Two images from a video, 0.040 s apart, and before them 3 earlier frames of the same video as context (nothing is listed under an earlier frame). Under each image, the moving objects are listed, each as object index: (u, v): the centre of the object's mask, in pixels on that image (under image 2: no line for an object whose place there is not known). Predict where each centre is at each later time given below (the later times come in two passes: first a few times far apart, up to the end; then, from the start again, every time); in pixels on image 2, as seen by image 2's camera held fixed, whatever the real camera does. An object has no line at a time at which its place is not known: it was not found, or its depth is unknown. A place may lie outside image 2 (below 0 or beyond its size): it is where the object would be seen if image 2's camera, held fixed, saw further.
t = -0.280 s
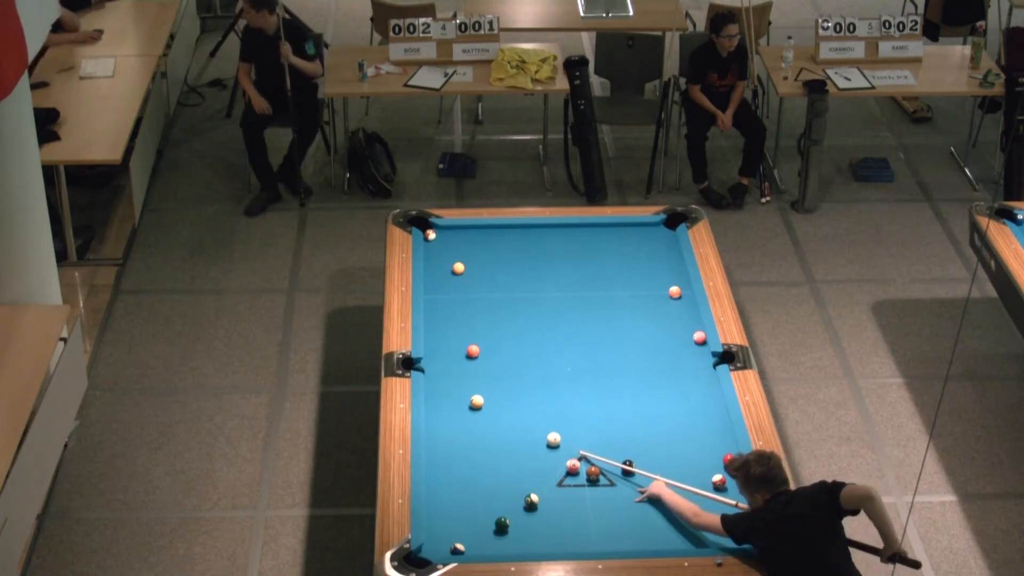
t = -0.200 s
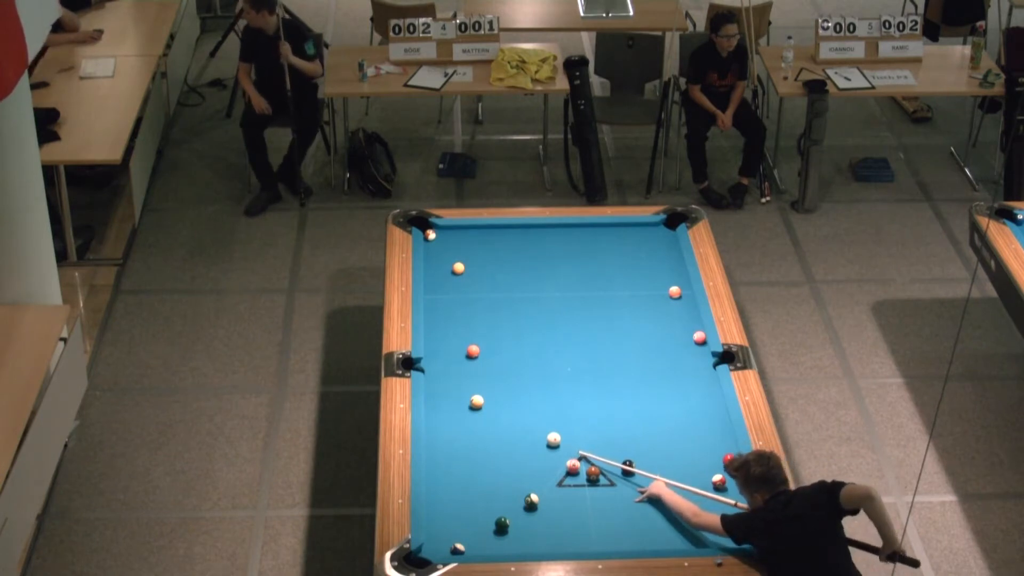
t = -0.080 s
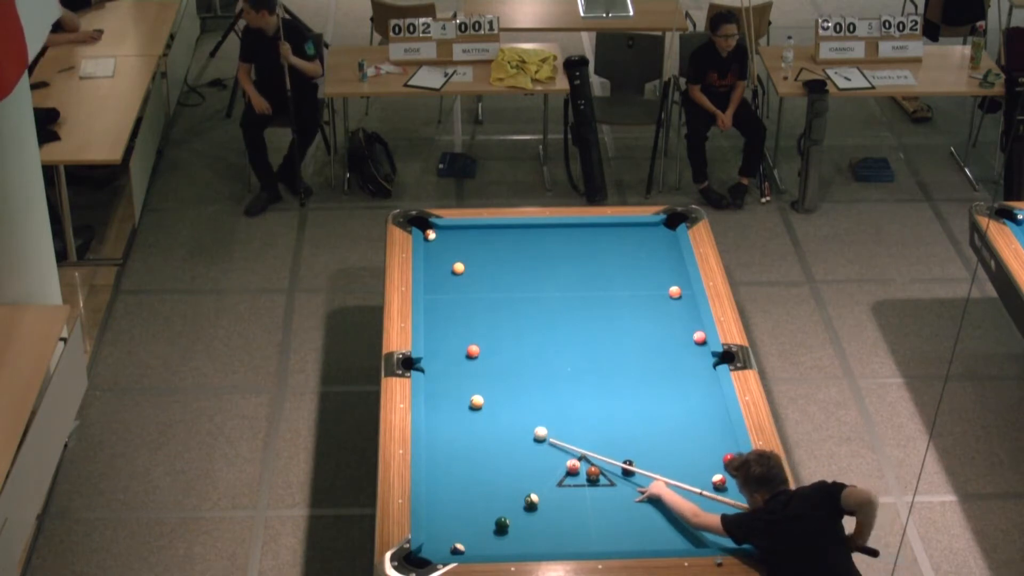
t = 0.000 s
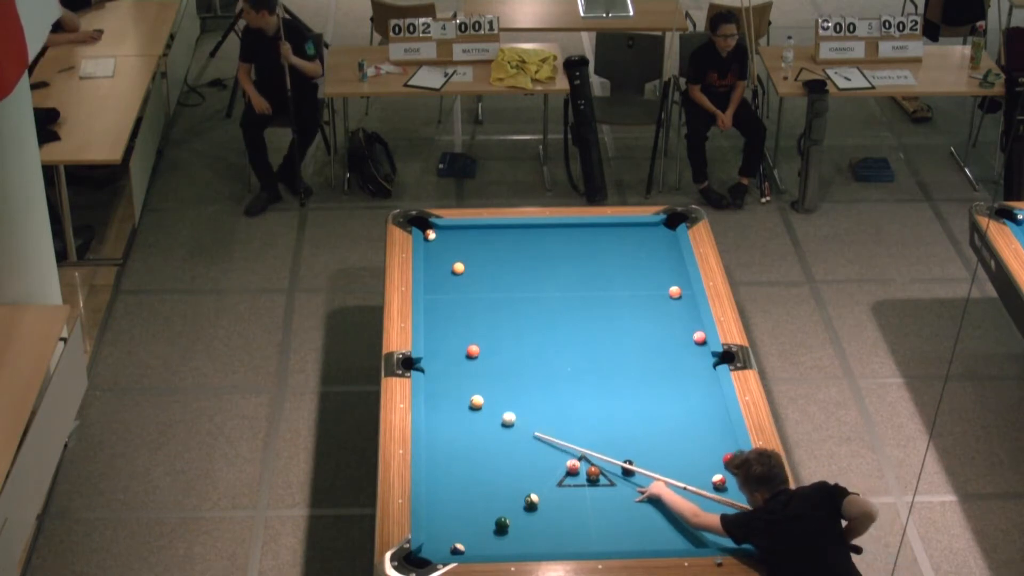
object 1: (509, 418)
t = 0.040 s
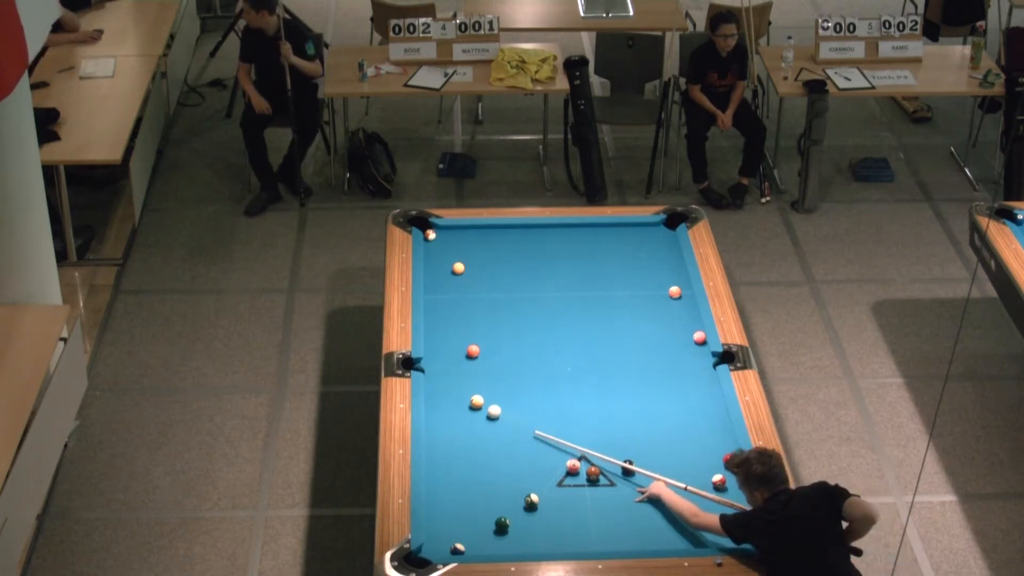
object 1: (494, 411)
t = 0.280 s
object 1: (481, 415)
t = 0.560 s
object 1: (481, 424)
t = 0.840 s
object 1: (481, 433)
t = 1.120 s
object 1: (481, 442)
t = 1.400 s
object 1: (481, 449)
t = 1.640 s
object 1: (480, 455)
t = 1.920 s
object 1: (480, 462)
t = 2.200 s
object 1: (480, 467)
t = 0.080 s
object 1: (485, 408)
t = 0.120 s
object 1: (483, 409)
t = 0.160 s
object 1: (482, 410)
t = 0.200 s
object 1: (481, 412)
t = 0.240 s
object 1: (481, 413)
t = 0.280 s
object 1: (481, 415)
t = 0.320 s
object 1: (481, 416)
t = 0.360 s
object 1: (481, 417)
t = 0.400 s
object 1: (481, 419)
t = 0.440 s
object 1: (481, 420)
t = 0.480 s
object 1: (481, 421)
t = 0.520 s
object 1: (481, 423)
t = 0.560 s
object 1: (481, 424)
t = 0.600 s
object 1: (481, 426)
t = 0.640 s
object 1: (481, 427)
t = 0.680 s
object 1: (481, 428)
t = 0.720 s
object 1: (481, 430)
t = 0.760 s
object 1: (481, 431)
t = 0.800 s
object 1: (481, 432)
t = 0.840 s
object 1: (481, 433)
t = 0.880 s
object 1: (481, 435)
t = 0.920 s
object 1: (481, 436)
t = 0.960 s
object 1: (481, 437)
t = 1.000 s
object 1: (481, 438)
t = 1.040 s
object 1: (481, 439)
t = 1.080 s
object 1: (481, 440)
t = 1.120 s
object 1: (481, 442)
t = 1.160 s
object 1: (481, 443)
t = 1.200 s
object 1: (481, 444)
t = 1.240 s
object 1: (481, 445)
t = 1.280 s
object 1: (481, 446)
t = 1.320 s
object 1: (481, 447)
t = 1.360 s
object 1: (481, 448)
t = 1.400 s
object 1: (481, 449)
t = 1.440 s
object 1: (480, 450)
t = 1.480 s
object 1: (480, 452)
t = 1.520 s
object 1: (480, 453)
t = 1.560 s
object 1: (480, 453)
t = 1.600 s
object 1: (481, 454)
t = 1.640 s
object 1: (480, 455)
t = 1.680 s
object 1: (480, 456)
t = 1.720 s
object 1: (480, 457)
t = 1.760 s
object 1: (480, 458)
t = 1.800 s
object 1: (480, 459)
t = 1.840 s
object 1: (480, 460)
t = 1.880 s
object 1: (480, 461)
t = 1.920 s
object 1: (480, 462)
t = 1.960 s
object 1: (480, 462)
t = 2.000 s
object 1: (480, 463)
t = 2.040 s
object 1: (480, 464)
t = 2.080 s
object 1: (480, 464)
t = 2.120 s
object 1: (480, 465)
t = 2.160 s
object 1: (481, 466)
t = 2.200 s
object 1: (480, 467)
